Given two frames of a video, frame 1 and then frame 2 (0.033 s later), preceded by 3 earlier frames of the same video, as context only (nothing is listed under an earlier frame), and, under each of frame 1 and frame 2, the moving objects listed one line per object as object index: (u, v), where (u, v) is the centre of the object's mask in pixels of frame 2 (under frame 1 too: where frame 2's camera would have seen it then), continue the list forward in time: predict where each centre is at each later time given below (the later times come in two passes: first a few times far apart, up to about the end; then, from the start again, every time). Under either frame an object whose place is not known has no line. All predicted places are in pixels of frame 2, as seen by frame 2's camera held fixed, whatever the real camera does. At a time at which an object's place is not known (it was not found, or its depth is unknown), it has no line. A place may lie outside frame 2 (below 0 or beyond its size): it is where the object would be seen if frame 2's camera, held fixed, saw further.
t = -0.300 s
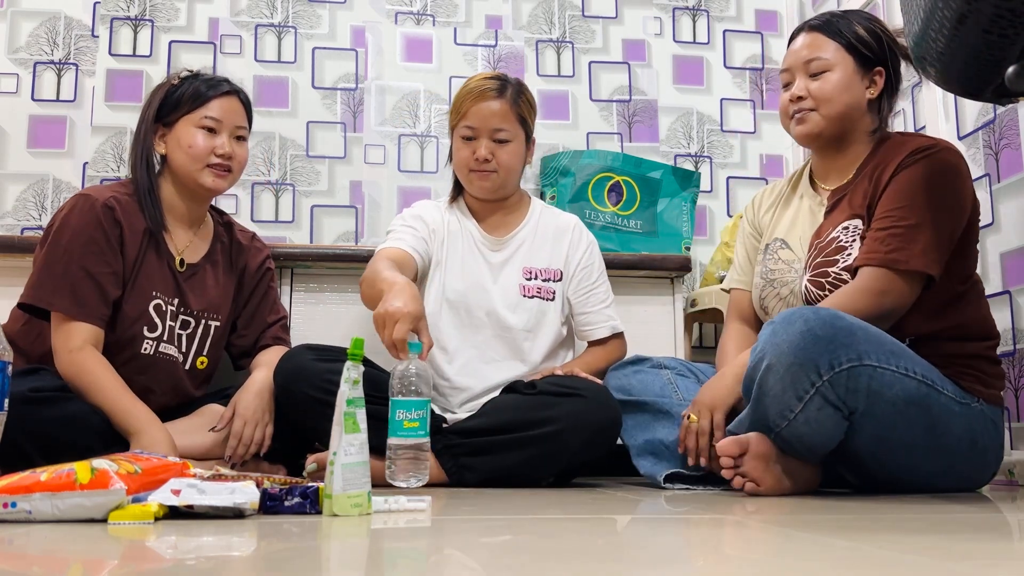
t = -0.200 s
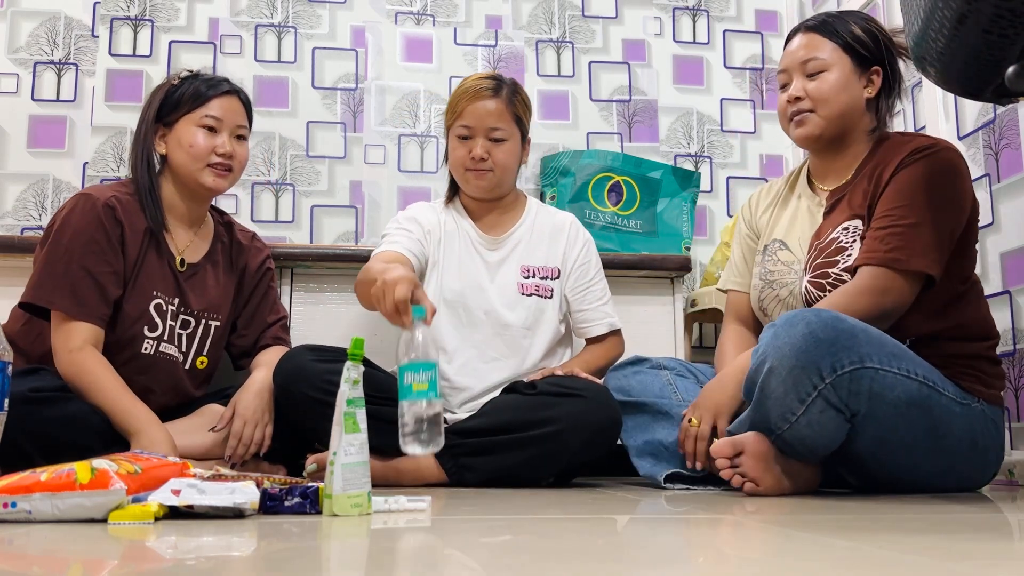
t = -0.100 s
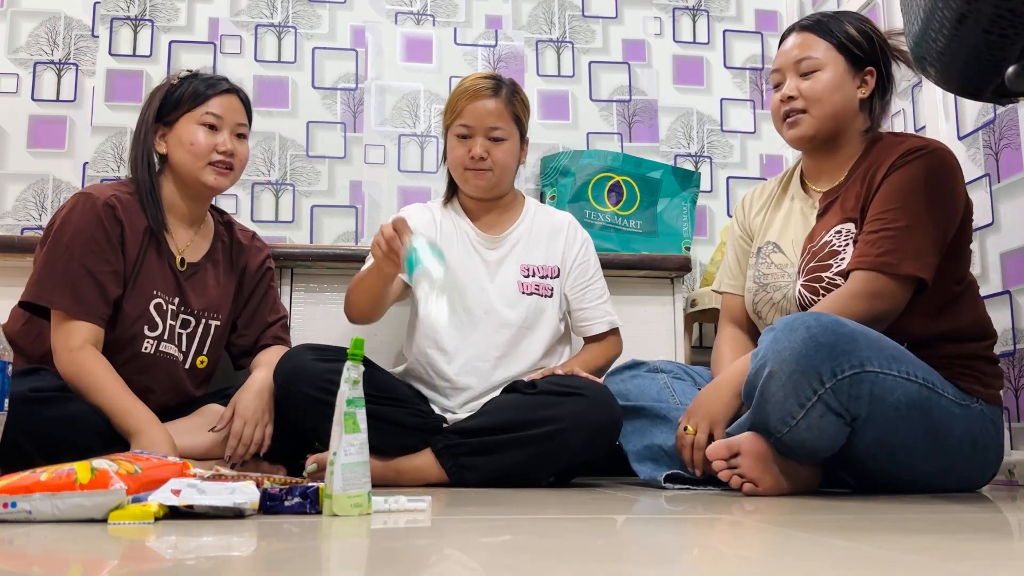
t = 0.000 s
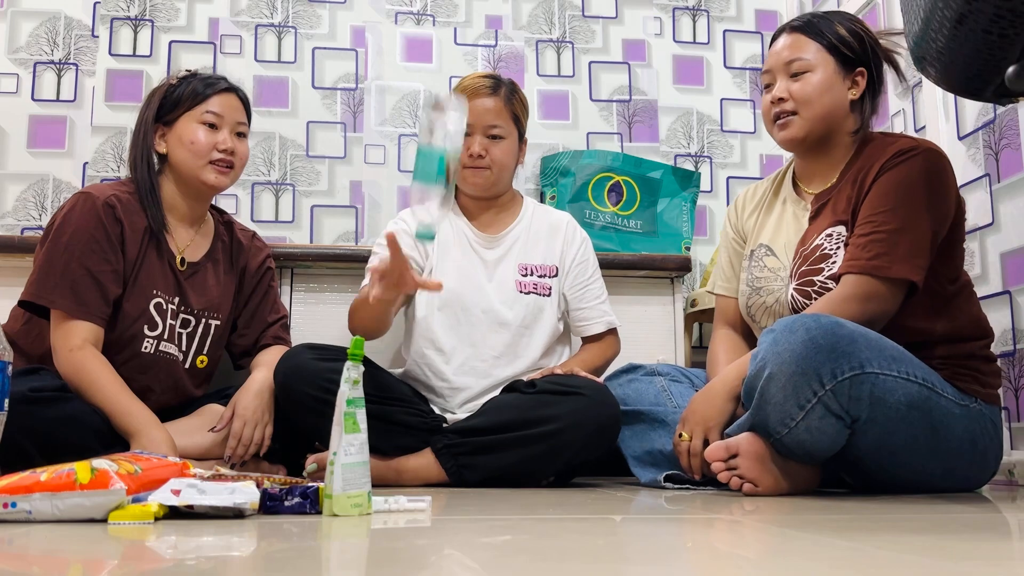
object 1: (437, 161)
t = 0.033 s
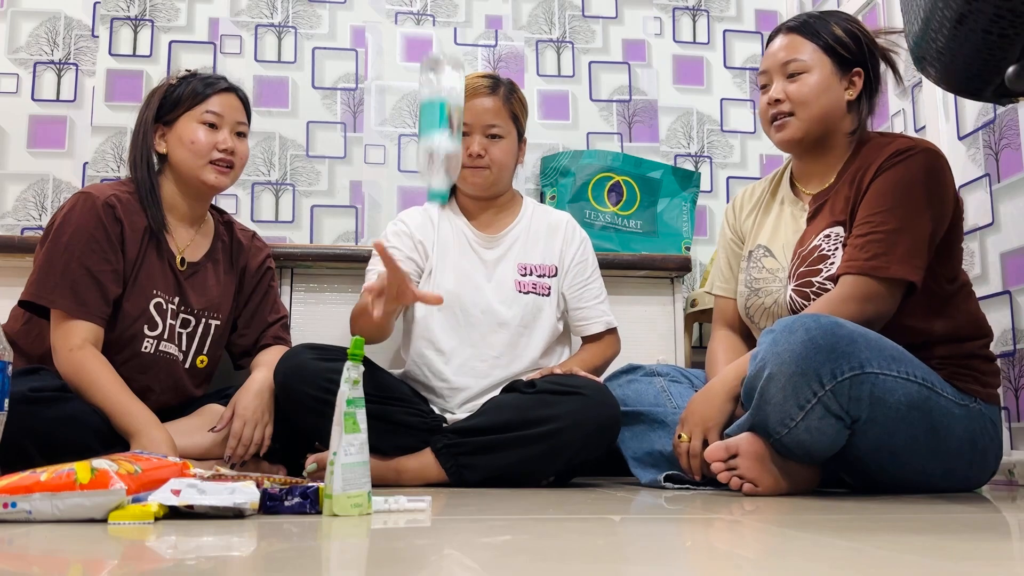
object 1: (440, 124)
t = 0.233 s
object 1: (438, 33)
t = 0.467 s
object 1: (427, 315)
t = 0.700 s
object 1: (423, 475)
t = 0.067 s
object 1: (443, 85)
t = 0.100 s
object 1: (443, 53)
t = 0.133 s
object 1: (439, 33)
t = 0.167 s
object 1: (441, 24)
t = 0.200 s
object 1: (439, 26)
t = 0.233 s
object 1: (438, 33)
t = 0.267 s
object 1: (439, 45)
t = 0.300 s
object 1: (438, 67)
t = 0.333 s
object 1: (438, 94)
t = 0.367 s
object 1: (436, 136)
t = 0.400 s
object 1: (434, 178)
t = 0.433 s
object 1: (431, 239)
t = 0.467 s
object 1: (427, 315)
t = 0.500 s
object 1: (424, 391)
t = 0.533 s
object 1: (425, 427)
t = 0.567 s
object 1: (430, 441)
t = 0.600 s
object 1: (429, 465)
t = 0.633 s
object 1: (426, 471)
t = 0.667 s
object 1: (425, 473)
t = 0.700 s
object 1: (423, 475)
